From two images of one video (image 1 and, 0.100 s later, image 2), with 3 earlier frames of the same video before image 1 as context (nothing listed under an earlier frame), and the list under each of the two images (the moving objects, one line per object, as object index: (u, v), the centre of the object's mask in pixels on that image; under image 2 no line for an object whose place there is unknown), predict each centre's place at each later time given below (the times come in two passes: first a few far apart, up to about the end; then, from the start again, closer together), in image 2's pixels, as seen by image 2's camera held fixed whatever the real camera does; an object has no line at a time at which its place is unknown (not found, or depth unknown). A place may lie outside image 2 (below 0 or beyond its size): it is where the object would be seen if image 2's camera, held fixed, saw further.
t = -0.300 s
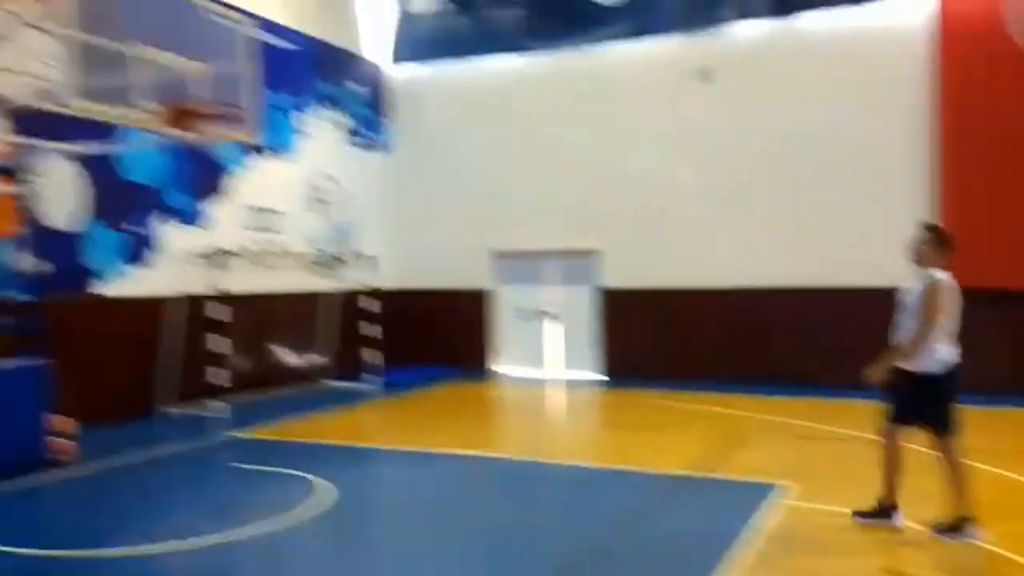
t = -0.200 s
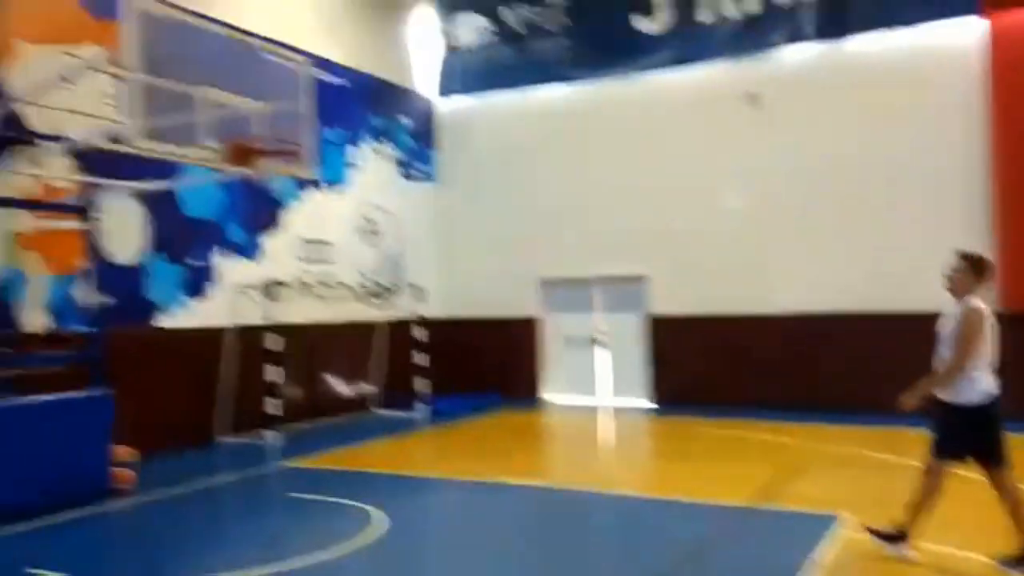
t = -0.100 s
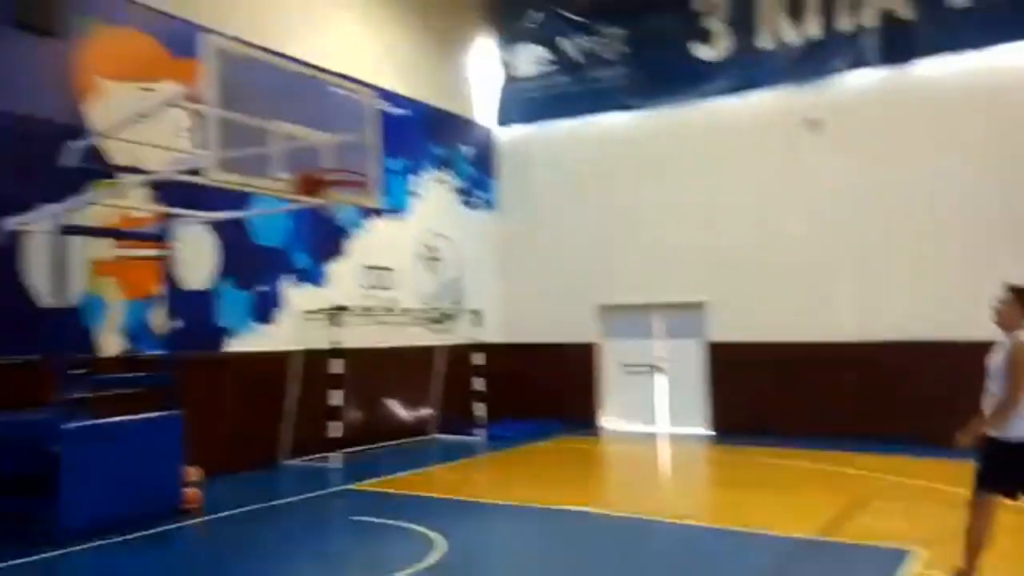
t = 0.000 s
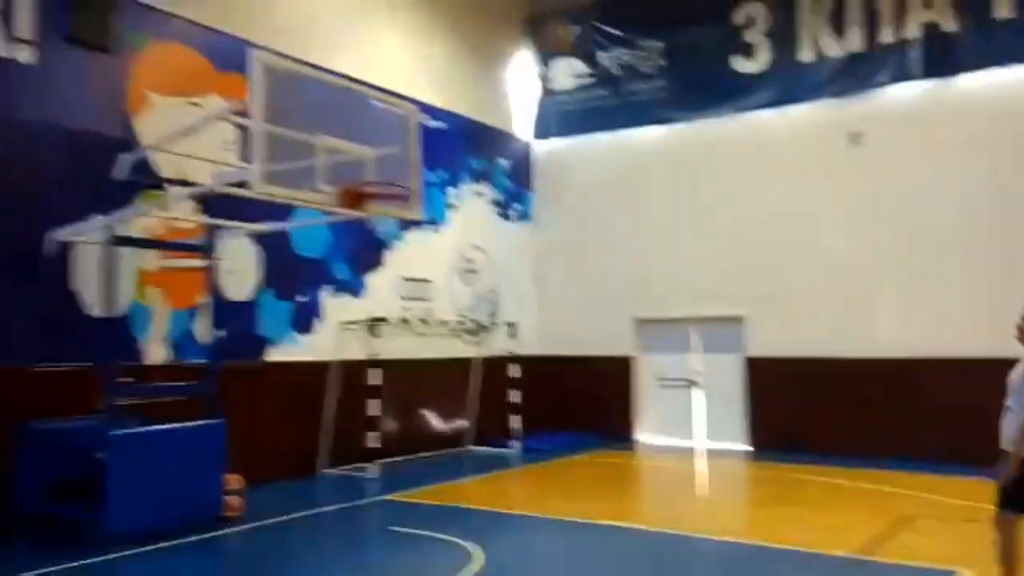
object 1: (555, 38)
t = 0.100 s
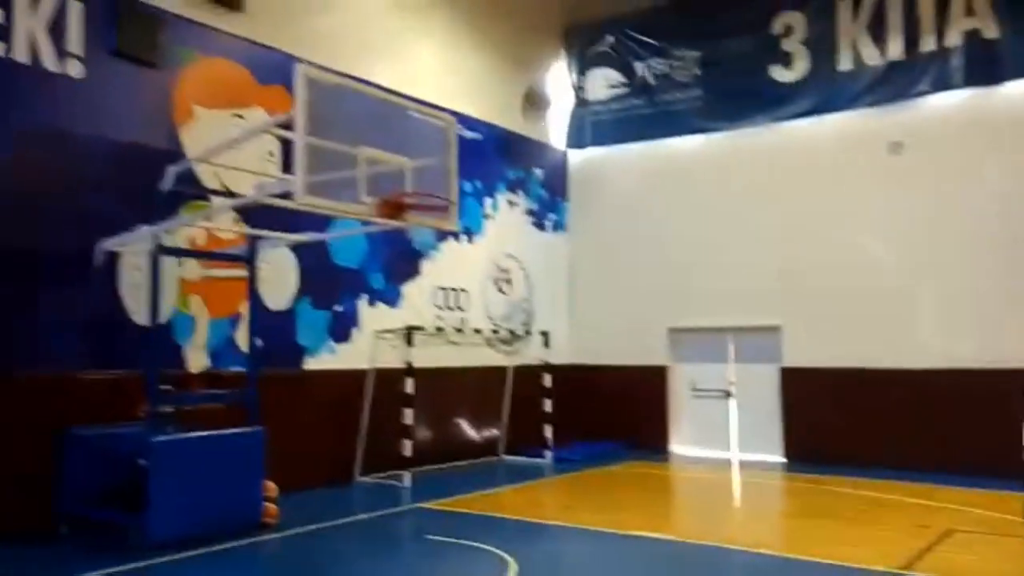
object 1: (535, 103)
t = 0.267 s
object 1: (466, 192)
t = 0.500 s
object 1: (521, 186)
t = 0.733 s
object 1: (567, 237)
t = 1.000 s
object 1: (610, 350)
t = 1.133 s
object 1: (630, 427)
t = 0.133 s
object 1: (521, 118)
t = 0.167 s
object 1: (506, 138)
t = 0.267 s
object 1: (466, 192)
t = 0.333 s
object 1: (483, 185)
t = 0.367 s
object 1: (492, 182)
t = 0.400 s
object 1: (497, 182)
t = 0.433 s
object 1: (505, 182)
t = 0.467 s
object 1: (513, 183)
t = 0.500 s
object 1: (521, 186)
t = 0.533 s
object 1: (527, 190)
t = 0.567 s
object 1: (535, 195)
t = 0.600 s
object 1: (543, 201)
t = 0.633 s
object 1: (549, 208)
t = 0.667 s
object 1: (554, 218)
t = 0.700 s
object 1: (560, 226)
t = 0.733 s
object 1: (567, 237)
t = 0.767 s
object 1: (573, 248)
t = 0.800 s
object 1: (579, 260)
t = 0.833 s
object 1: (584, 273)
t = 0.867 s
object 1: (589, 287)
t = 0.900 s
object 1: (594, 301)
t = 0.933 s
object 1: (600, 317)
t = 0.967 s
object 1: (605, 333)
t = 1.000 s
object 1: (610, 350)
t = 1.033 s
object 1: (616, 371)
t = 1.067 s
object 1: (621, 388)
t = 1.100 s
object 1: (626, 406)
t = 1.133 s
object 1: (630, 427)
